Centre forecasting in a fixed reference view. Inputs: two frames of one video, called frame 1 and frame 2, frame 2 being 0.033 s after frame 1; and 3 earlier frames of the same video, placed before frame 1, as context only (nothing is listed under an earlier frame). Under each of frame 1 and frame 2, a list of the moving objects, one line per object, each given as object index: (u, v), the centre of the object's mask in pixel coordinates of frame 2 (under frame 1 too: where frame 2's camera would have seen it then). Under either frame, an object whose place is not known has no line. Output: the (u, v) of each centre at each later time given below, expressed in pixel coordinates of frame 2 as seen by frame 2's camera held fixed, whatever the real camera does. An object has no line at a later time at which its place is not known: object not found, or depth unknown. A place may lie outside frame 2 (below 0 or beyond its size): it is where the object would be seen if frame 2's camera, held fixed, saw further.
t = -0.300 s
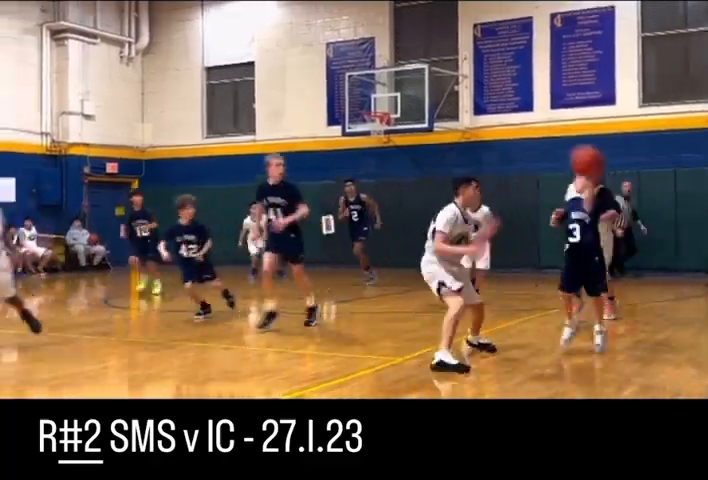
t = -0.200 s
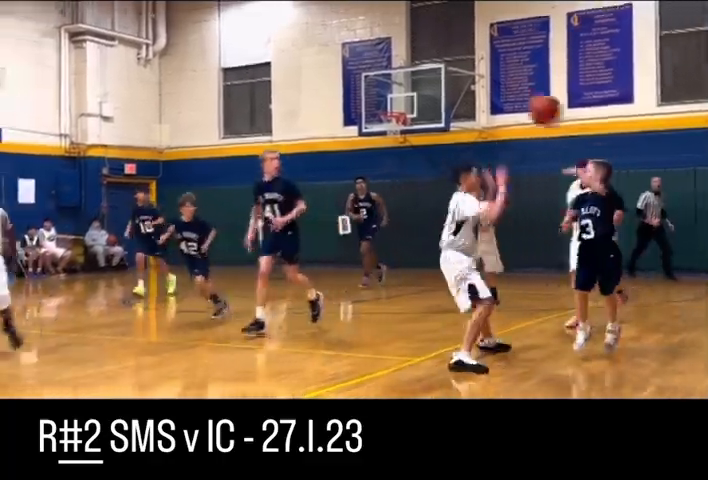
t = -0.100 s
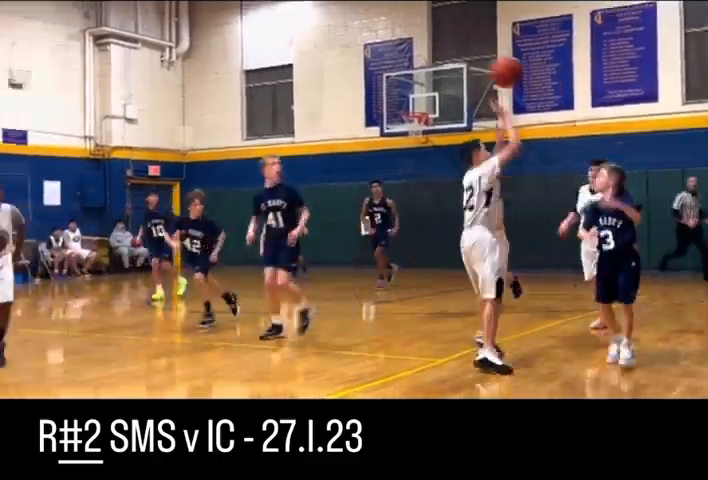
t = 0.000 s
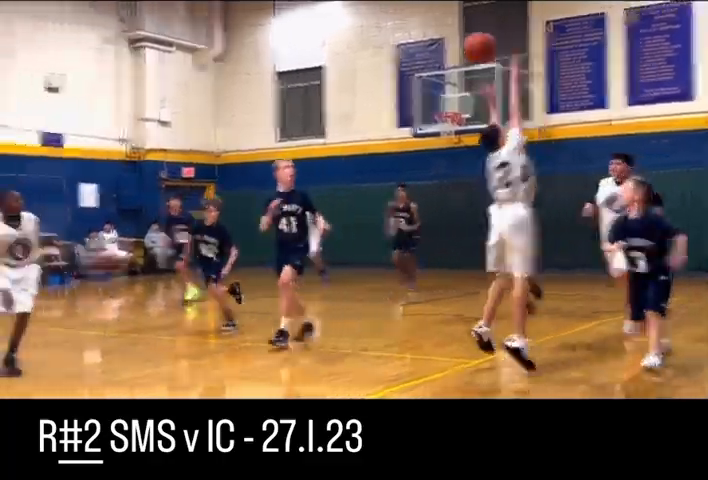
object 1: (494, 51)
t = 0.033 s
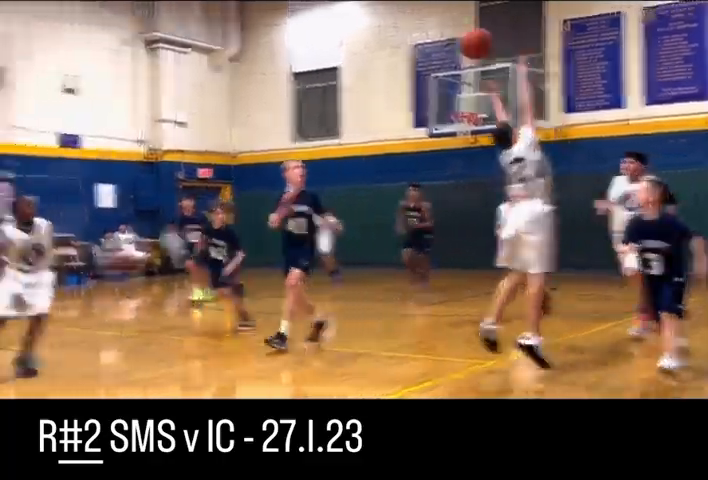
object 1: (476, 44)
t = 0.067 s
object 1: (462, 39)
